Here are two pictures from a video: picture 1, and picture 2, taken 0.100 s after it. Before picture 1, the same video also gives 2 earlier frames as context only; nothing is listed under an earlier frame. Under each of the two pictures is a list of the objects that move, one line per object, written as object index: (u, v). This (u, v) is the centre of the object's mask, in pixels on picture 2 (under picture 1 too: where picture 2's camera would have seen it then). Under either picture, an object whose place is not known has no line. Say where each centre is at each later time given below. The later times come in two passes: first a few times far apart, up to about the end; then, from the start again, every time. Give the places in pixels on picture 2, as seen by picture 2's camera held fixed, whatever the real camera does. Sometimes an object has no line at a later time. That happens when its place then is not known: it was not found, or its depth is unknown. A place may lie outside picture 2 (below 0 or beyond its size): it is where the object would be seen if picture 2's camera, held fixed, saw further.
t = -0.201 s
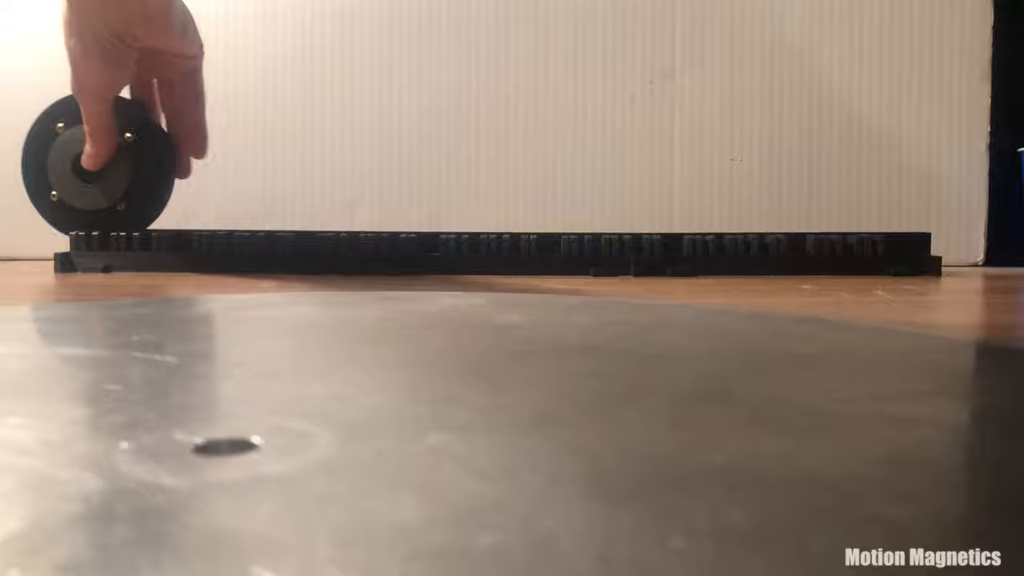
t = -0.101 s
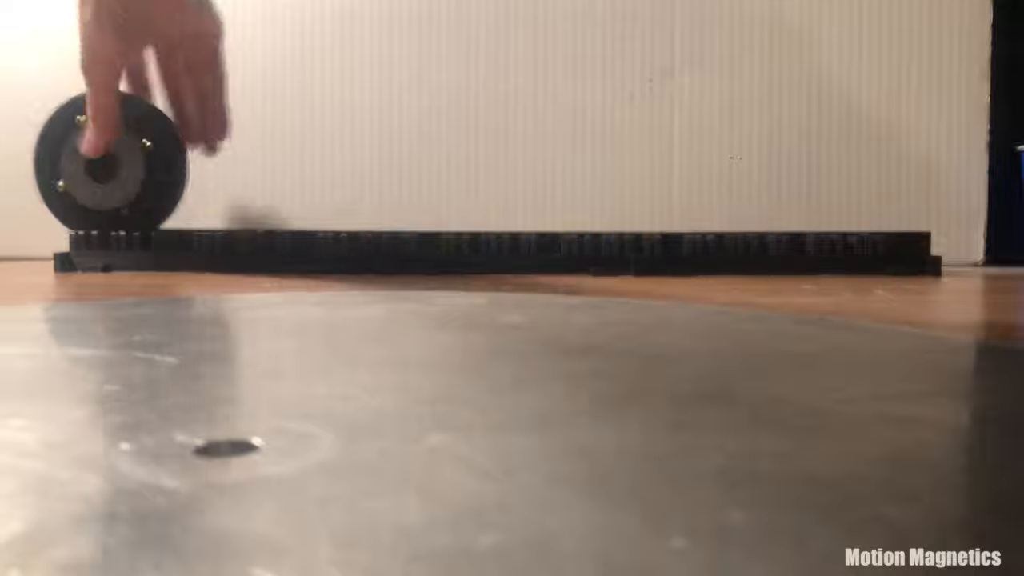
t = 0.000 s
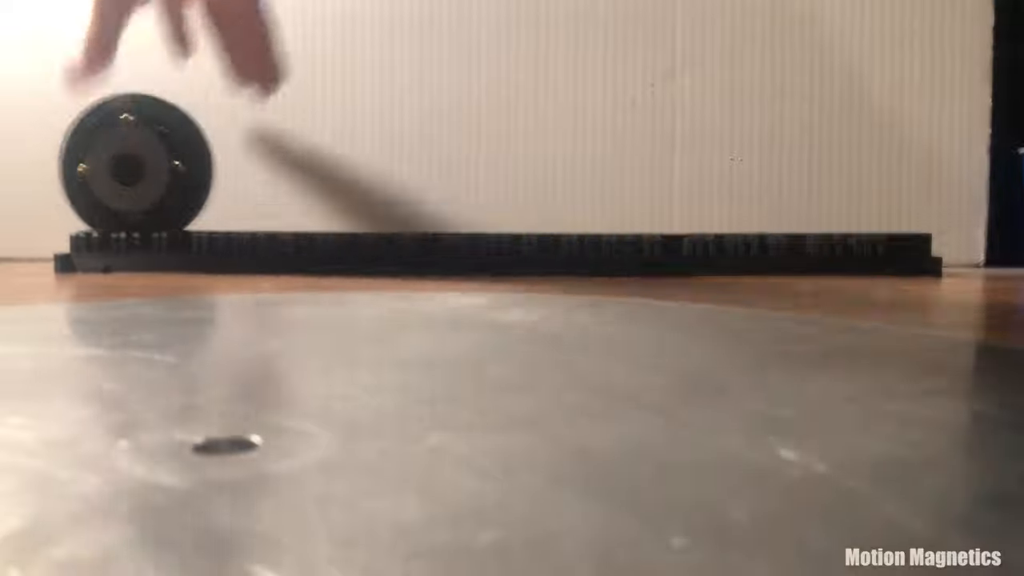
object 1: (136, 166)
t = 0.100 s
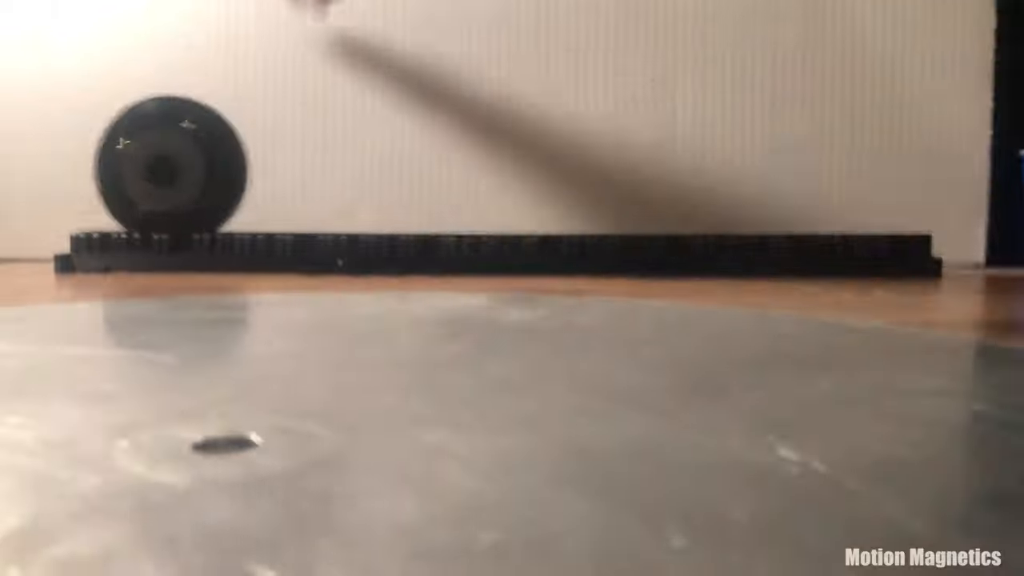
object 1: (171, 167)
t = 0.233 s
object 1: (217, 167)
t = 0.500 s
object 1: (318, 166)
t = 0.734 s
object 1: (404, 167)
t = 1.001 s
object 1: (502, 170)
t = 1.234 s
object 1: (593, 168)
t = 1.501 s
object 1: (694, 169)
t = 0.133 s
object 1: (183, 167)
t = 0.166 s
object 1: (193, 166)
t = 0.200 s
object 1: (206, 167)
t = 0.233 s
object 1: (217, 167)
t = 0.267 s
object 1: (229, 166)
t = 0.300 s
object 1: (241, 166)
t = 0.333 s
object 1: (254, 167)
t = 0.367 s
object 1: (267, 167)
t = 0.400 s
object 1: (280, 168)
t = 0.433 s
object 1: (293, 168)
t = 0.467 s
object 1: (306, 166)
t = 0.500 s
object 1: (318, 166)
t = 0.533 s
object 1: (331, 167)
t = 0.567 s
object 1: (343, 167)
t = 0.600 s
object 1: (355, 167)
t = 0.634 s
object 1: (366, 166)
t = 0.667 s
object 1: (379, 168)
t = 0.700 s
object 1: (391, 167)
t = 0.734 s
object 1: (404, 167)
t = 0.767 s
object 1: (417, 170)
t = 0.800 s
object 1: (429, 169)
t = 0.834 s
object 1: (441, 169)
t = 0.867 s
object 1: (452, 169)
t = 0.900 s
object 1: (464, 169)
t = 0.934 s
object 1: (476, 170)
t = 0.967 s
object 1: (489, 169)
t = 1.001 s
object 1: (502, 170)
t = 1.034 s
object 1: (516, 169)
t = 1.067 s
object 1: (529, 168)
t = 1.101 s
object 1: (543, 168)
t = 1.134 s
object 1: (556, 168)
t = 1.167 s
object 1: (568, 169)
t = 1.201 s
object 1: (581, 168)
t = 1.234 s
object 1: (593, 168)
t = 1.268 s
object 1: (605, 168)
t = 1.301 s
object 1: (618, 168)
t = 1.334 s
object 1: (631, 169)
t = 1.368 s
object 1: (645, 170)
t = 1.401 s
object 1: (657, 168)
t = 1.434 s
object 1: (669, 168)
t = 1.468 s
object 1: (682, 169)
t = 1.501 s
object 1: (694, 169)
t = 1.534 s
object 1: (705, 169)
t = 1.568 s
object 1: (717, 170)
